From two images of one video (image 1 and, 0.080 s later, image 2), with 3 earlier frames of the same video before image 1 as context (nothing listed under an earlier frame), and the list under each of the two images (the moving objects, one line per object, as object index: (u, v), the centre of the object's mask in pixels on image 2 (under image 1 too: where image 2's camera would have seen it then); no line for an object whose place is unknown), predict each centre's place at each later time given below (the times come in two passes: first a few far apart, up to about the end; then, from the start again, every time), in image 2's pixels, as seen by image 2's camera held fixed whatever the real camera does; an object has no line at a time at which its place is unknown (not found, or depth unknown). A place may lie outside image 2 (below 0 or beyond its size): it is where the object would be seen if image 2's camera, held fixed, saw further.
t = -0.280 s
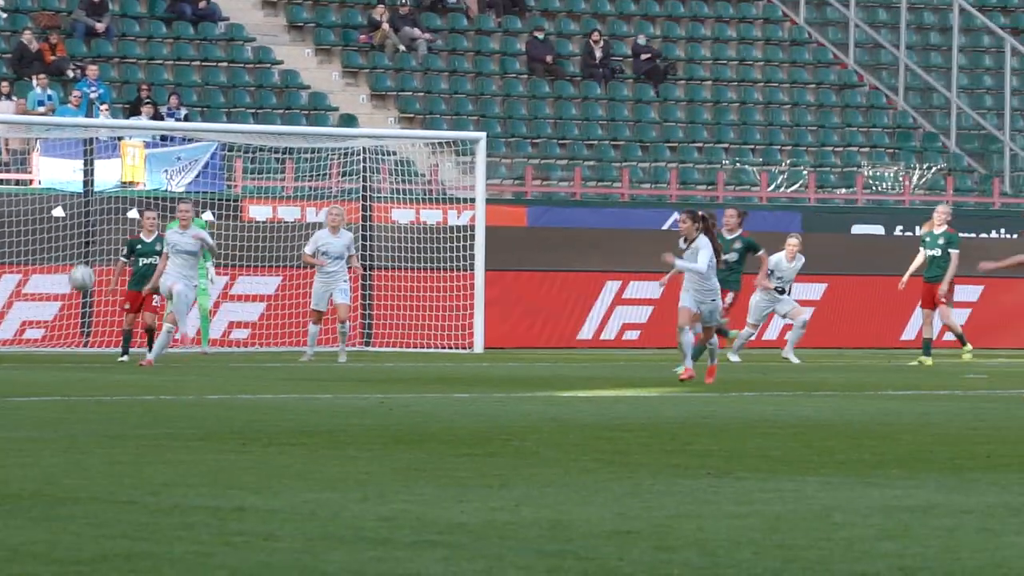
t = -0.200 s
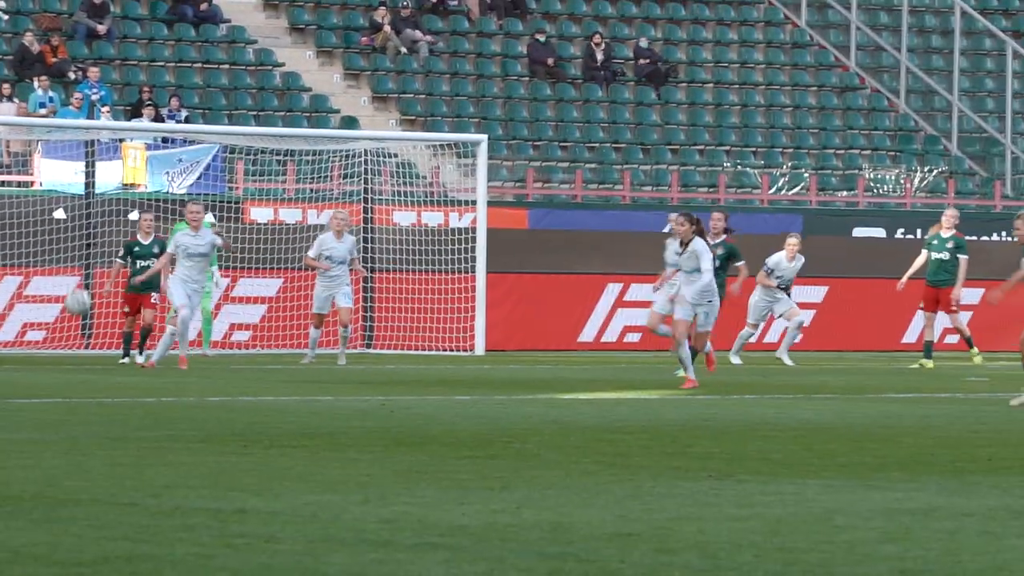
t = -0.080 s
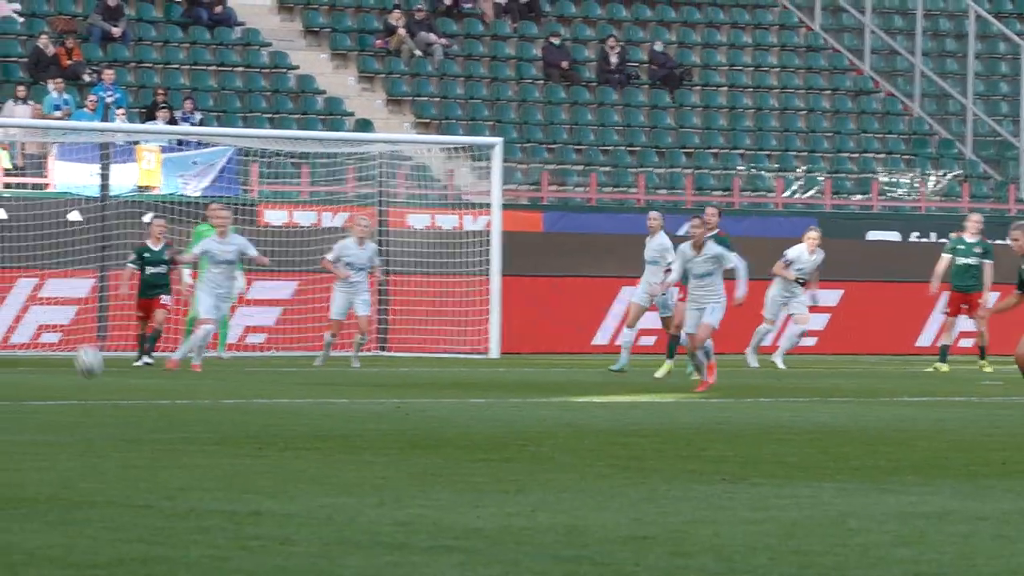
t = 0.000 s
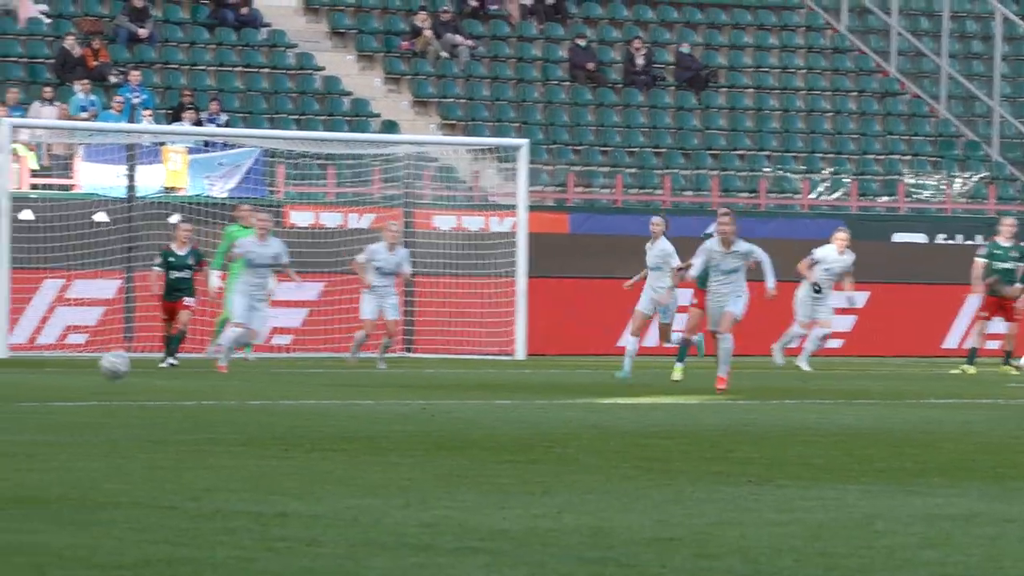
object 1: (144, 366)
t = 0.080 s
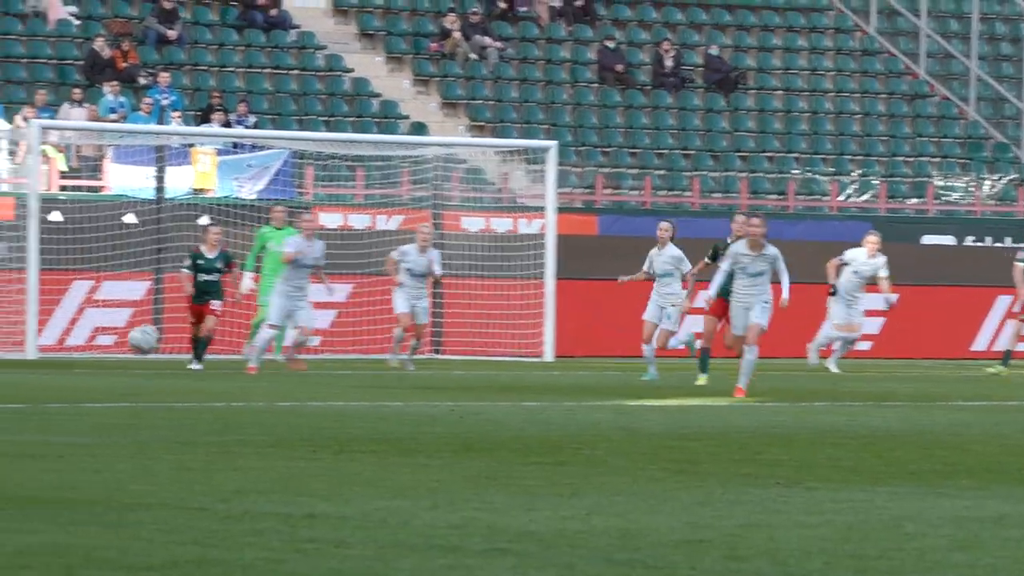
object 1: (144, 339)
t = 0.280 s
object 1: (146, 320)
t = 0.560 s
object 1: (157, 407)
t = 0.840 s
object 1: (179, 386)
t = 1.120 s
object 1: (203, 425)
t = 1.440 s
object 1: (228, 454)
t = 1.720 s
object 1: (249, 468)
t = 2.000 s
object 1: (264, 490)
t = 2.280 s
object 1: (302, 508)
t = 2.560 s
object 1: (350, 532)
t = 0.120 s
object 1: (144, 330)
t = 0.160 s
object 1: (144, 323)
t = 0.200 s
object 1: (144, 319)
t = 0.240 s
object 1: (145, 318)
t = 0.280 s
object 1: (146, 320)
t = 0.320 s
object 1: (146, 323)
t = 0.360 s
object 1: (148, 330)
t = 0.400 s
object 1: (150, 340)
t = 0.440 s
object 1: (150, 352)
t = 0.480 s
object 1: (154, 370)
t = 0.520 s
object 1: (154, 387)
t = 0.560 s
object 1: (157, 407)
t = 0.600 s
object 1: (160, 398)
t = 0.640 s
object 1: (163, 389)
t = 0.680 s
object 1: (166, 384)
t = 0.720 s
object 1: (170, 380)
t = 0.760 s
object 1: (173, 379)
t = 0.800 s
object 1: (176, 381)
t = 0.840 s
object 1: (179, 386)
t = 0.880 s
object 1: (182, 395)
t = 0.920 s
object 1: (186, 406)
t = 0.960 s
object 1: (190, 422)
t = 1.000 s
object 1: (193, 430)
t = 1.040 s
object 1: (197, 426)
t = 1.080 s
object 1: (200, 424)
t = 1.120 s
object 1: (203, 425)
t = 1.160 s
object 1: (206, 429)
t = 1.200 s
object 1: (210, 437)
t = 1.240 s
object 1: (214, 444)
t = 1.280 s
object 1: (217, 441)
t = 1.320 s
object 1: (219, 439)
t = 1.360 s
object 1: (222, 441)
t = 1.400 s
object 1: (225, 446)
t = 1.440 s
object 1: (228, 454)
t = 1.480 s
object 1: (231, 455)
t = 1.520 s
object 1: (234, 453)
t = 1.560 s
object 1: (237, 455)
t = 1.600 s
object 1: (240, 460)
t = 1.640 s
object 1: (243, 466)
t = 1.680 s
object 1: (246, 467)
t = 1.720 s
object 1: (249, 468)
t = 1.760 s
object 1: (252, 471)
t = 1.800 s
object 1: (255, 476)
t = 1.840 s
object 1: (257, 477)
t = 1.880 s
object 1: (258, 478)
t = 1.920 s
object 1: (260, 482)
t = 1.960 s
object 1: (261, 487)
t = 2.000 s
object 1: (264, 490)
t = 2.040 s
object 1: (269, 491)
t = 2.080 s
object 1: (274, 494)
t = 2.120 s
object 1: (279, 498)
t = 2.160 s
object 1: (285, 500)
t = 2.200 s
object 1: (291, 503)
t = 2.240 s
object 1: (297, 508)
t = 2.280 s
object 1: (302, 508)
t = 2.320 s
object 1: (308, 511)
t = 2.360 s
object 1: (315, 517)
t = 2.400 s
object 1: (321, 520)
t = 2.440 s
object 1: (328, 520)
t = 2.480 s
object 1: (335, 523)
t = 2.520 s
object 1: (342, 528)
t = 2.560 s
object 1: (350, 532)
